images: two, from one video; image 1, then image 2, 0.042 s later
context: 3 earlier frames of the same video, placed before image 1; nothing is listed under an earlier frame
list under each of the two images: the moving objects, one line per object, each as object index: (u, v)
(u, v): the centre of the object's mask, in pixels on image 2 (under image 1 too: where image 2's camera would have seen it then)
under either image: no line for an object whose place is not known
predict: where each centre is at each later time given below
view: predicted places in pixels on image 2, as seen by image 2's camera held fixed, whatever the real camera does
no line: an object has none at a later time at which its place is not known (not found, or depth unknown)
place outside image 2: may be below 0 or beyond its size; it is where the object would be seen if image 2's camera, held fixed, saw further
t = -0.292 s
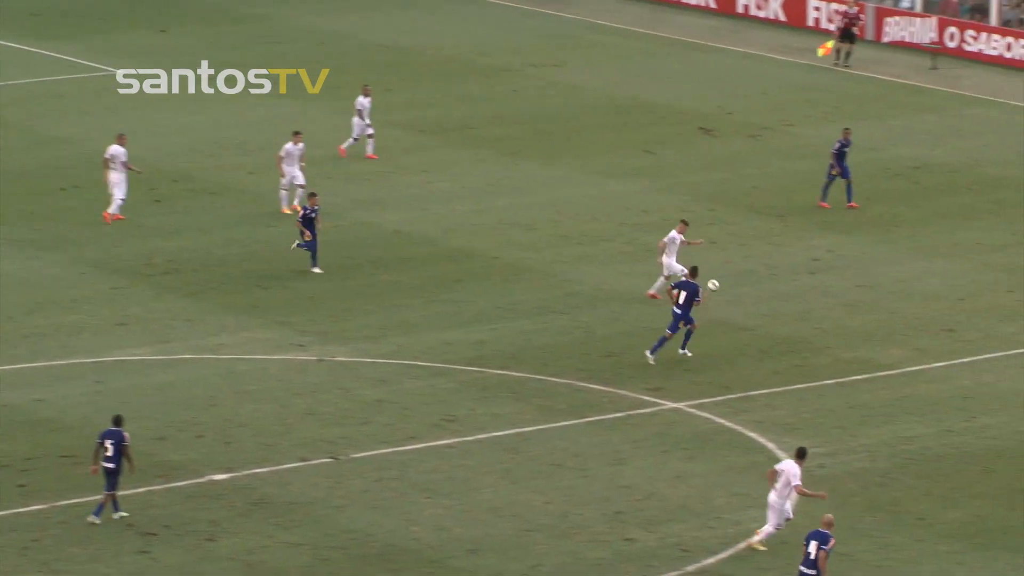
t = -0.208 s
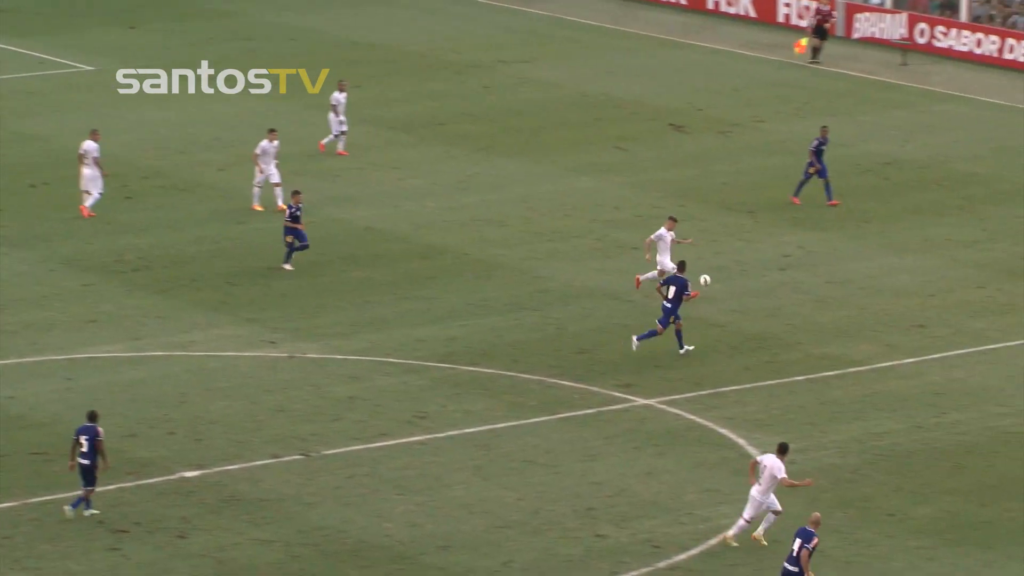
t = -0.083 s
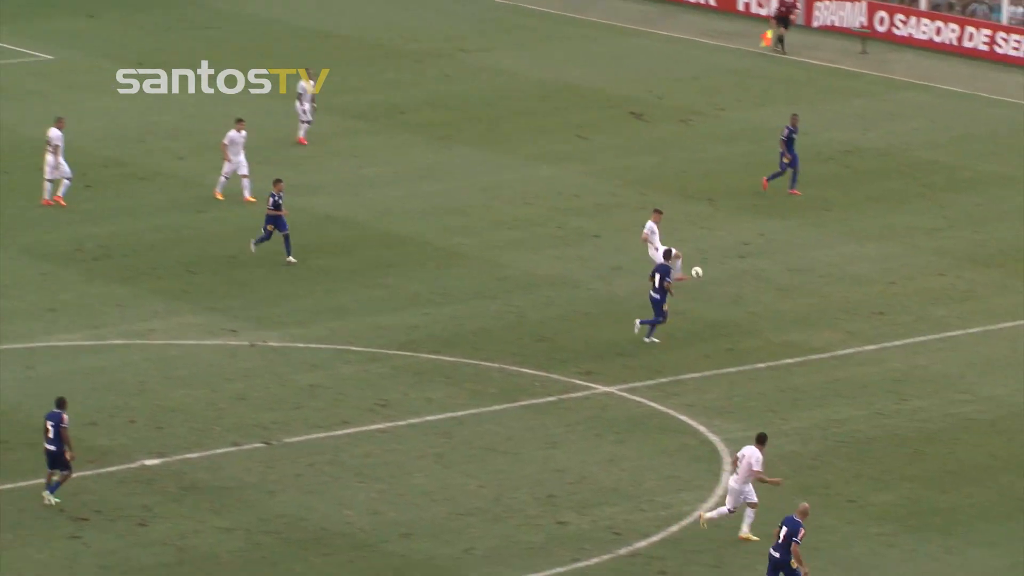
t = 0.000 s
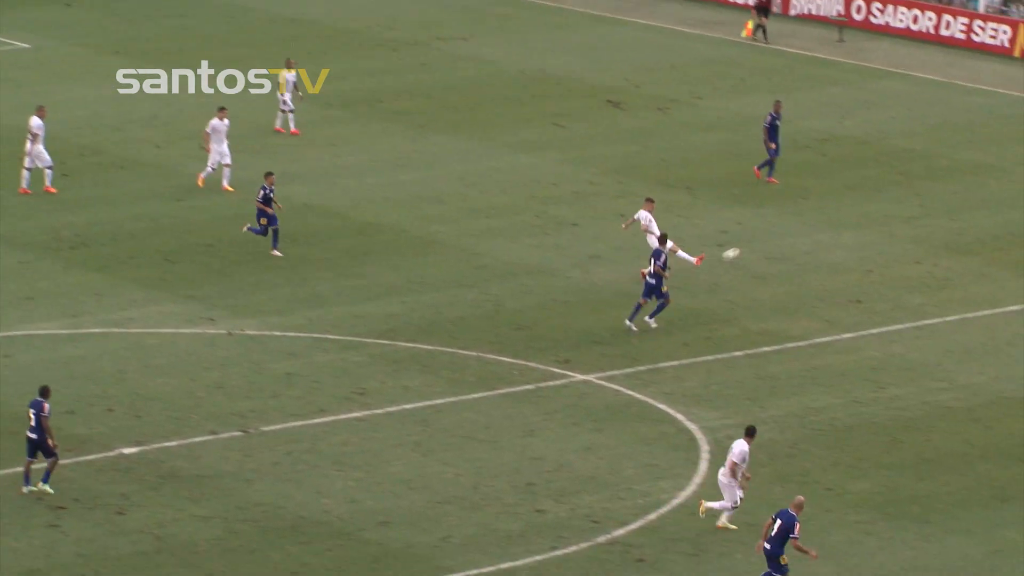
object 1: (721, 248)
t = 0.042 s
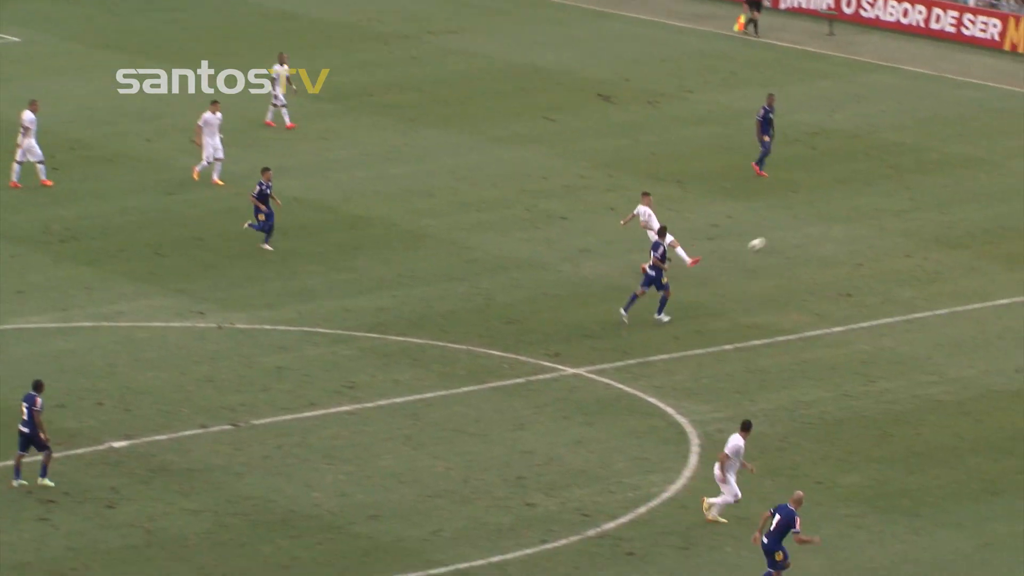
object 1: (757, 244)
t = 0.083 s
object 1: (792, 241)
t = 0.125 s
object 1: (827, 239)
